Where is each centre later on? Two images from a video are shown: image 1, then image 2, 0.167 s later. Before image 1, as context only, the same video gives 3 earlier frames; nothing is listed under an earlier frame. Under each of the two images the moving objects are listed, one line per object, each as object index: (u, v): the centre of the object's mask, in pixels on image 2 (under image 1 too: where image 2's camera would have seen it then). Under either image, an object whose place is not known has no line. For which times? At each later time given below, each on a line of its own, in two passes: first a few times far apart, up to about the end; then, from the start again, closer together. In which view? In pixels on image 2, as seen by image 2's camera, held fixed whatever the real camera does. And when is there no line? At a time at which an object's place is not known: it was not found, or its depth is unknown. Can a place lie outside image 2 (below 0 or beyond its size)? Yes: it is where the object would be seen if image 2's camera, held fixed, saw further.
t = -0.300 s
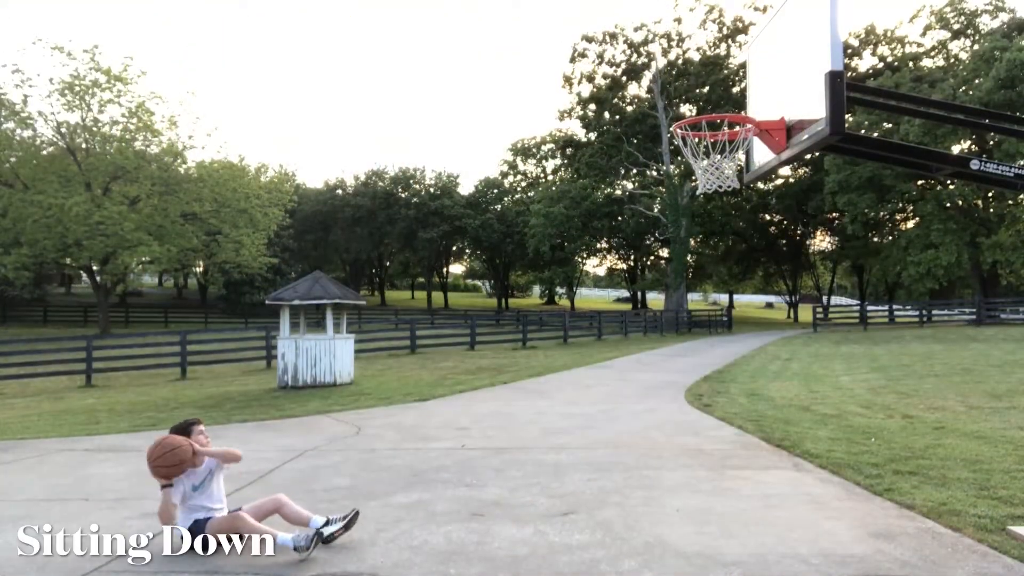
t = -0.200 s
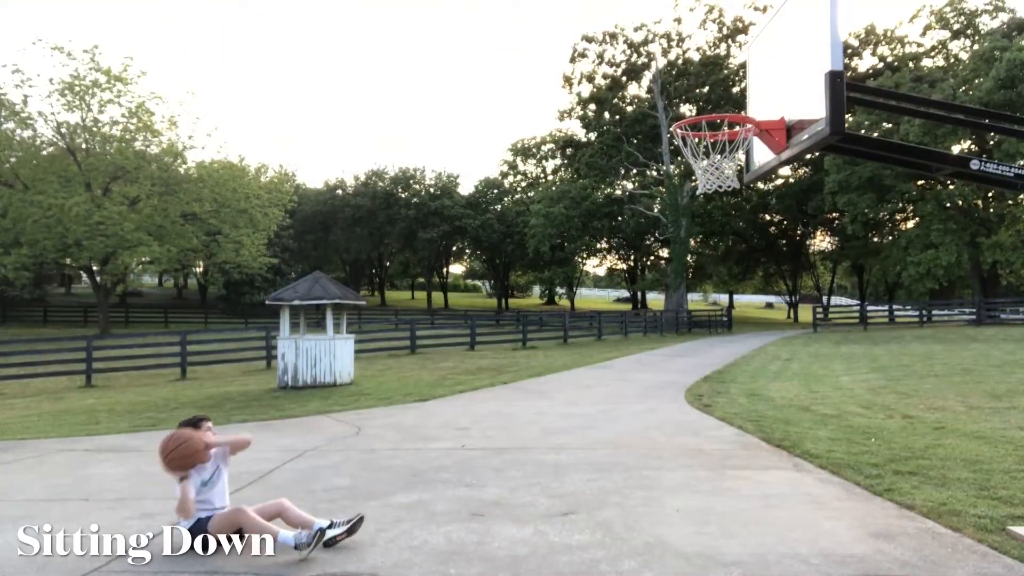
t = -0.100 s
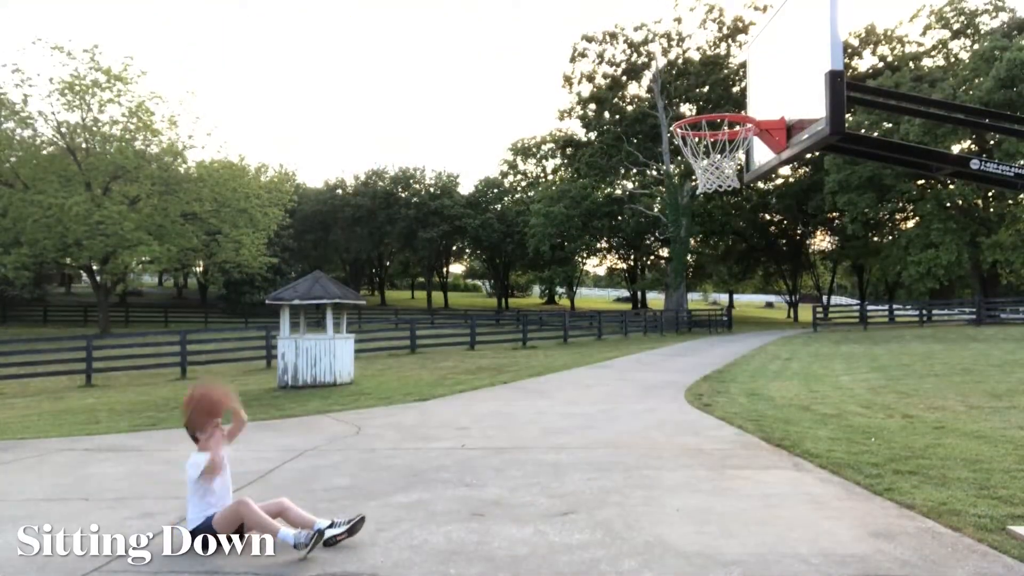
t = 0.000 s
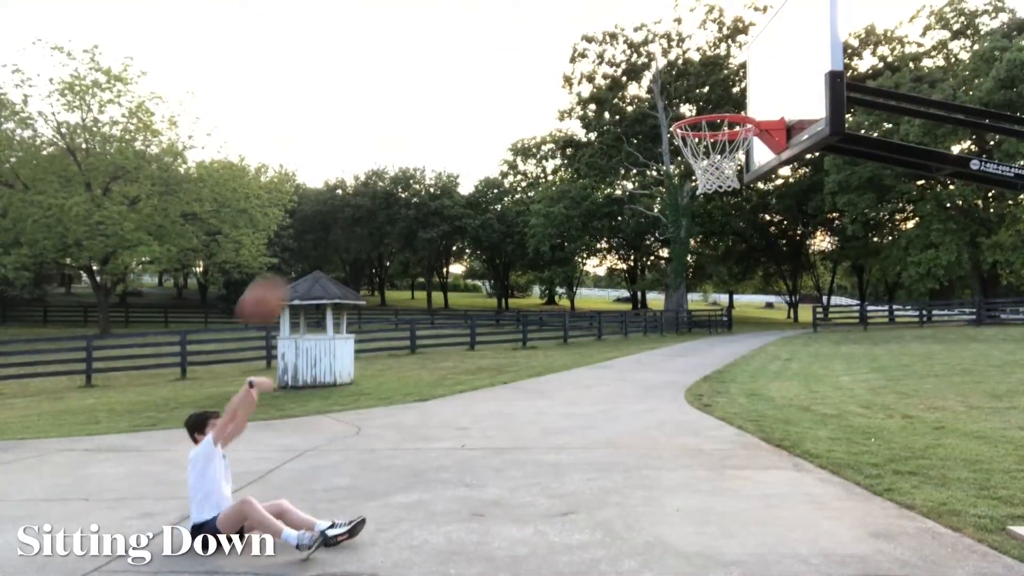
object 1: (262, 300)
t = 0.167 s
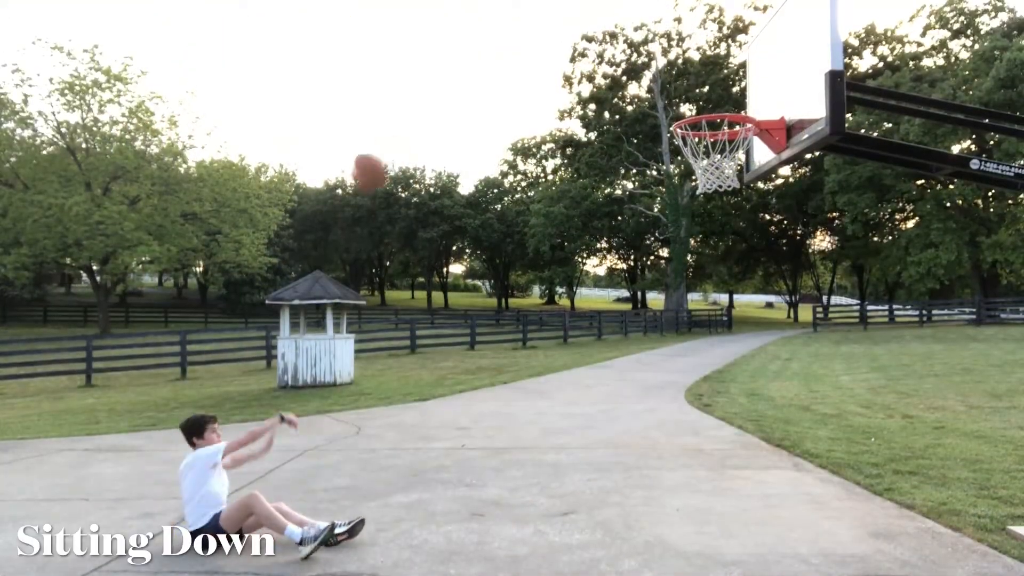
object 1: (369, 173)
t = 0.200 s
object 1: (390, 151)
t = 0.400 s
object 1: (512, 71)
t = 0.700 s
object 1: (687, 83)
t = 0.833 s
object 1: (719, 124)
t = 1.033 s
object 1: (705, 142)
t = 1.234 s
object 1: (718, 144)
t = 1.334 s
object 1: (720, 158)
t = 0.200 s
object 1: (390, 151)
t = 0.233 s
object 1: (411, 132)
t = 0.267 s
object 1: (431, 116)
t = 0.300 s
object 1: (452, 102)
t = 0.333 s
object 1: (472, 90)
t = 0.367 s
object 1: (492, 80)
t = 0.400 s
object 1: (512, 71)
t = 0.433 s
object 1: (532, 65)
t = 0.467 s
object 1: (552, 61)
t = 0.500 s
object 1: (572, 59)
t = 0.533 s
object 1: (591, 58)
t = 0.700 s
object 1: (687, 83)
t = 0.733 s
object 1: (708, 93)
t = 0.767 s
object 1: (723, 101)
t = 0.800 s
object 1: (728, 114)
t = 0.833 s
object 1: (719, 124)
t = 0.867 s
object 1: (708, 134)
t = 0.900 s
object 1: (704, 136)
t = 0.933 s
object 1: (704, 138)
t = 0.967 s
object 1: (704, 141)
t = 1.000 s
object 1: (704, 146)
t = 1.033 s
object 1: (705, 142)
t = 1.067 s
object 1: (708, 136)
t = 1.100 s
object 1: (711, 135)
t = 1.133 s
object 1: (713, 135)
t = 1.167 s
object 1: (715, 138)
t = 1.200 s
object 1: (716, 141)
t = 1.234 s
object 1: (718, 144)
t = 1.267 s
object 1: (720, 147)
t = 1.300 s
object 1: (719, 148)
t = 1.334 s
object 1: (720, 158)
